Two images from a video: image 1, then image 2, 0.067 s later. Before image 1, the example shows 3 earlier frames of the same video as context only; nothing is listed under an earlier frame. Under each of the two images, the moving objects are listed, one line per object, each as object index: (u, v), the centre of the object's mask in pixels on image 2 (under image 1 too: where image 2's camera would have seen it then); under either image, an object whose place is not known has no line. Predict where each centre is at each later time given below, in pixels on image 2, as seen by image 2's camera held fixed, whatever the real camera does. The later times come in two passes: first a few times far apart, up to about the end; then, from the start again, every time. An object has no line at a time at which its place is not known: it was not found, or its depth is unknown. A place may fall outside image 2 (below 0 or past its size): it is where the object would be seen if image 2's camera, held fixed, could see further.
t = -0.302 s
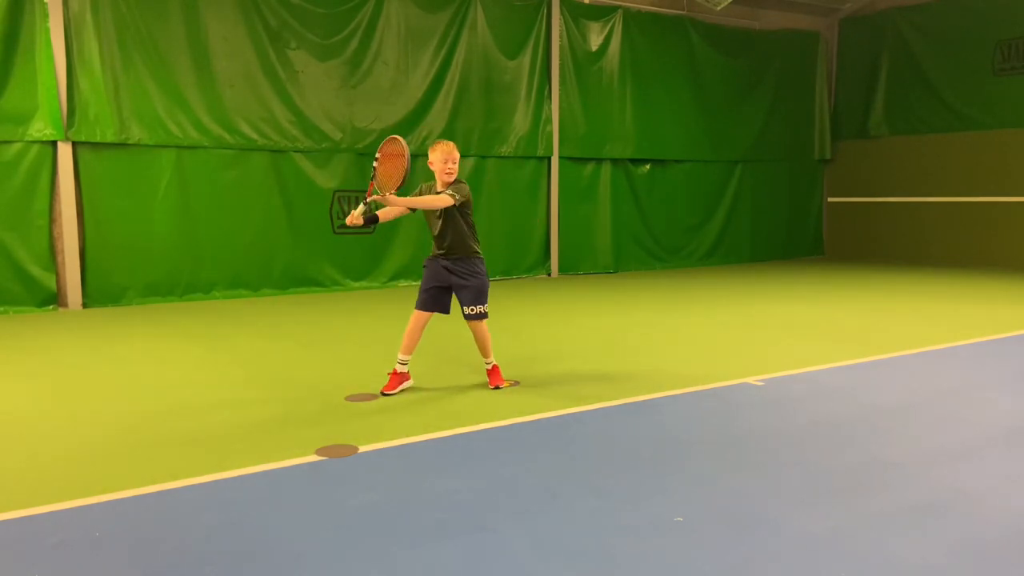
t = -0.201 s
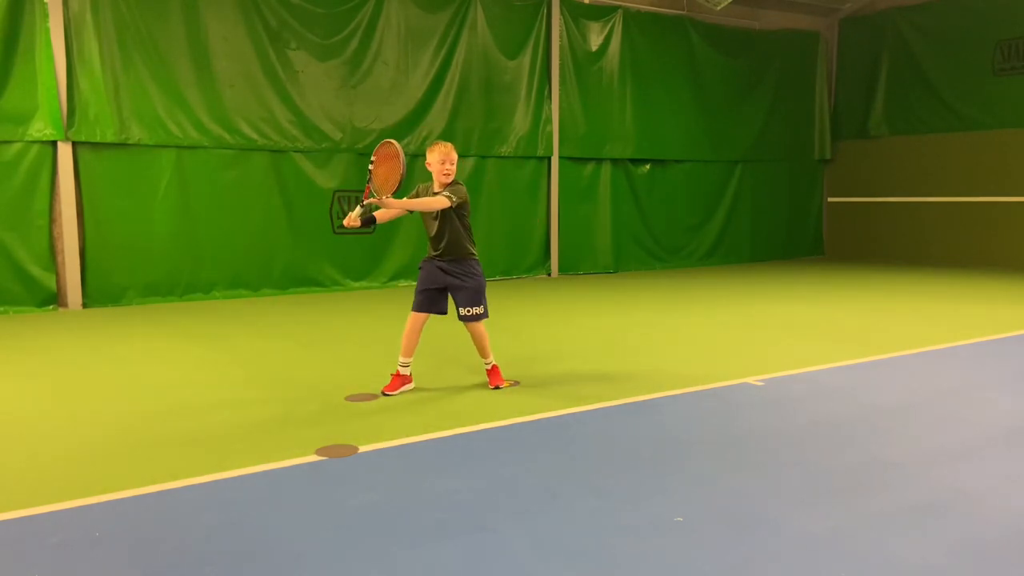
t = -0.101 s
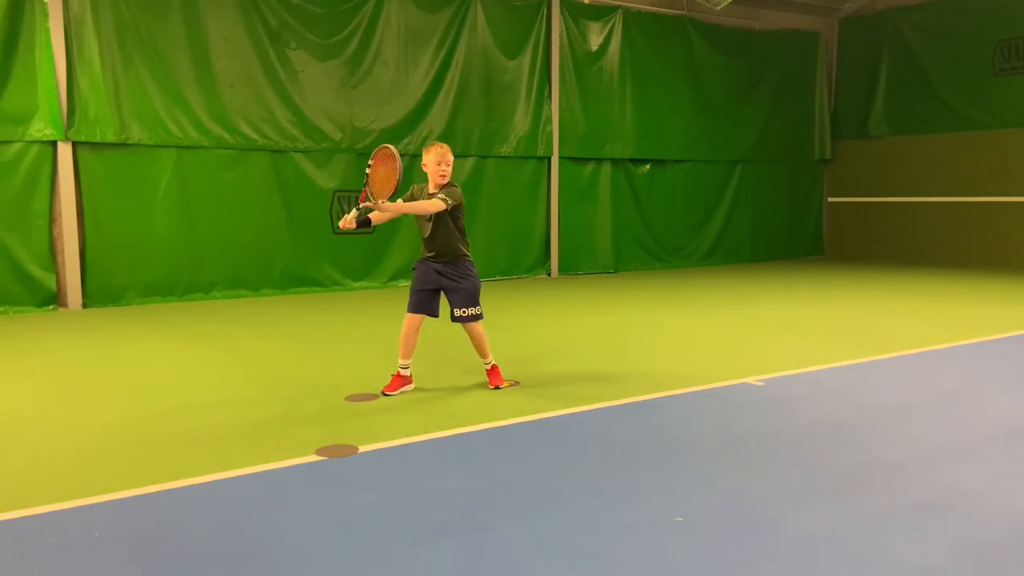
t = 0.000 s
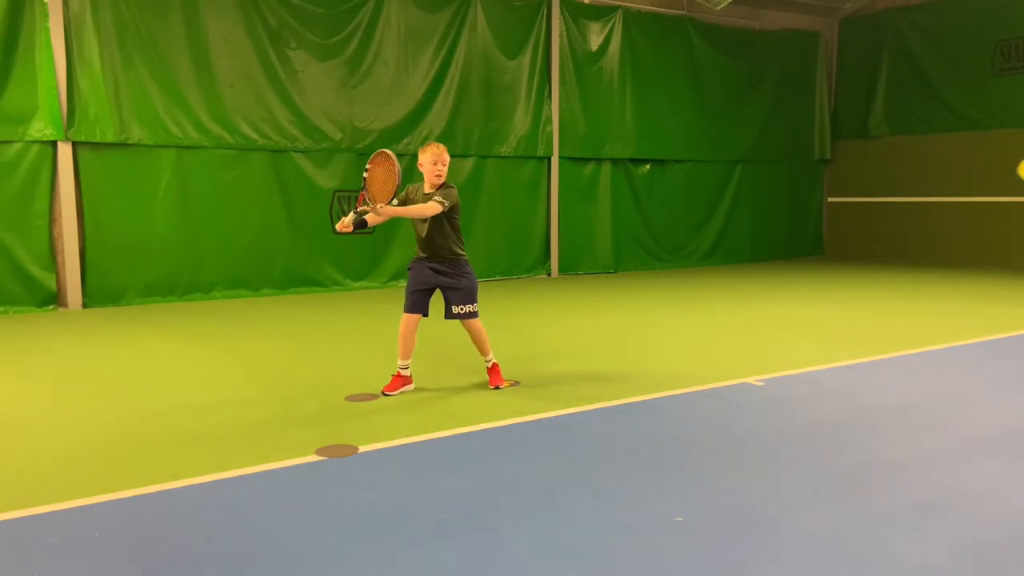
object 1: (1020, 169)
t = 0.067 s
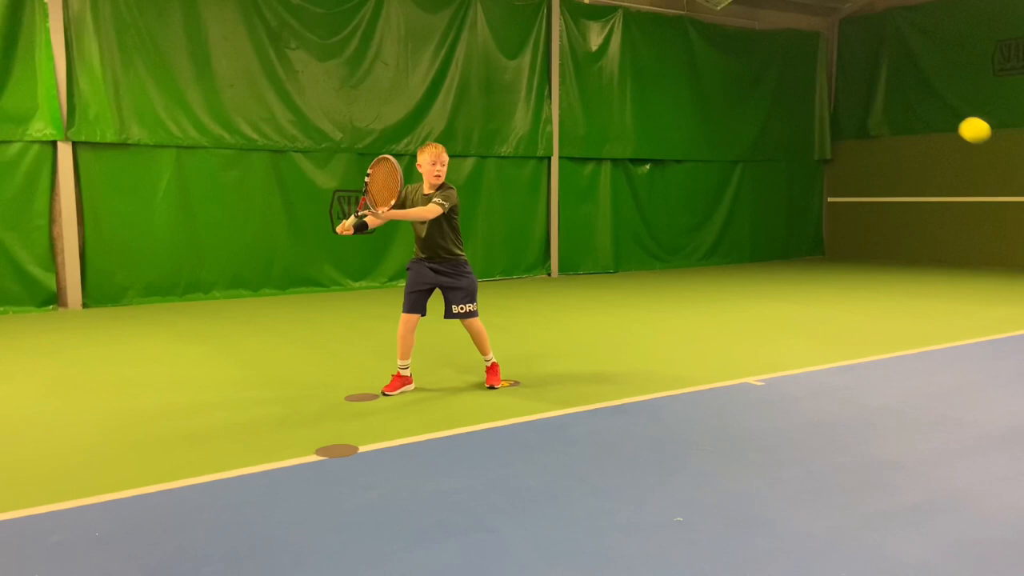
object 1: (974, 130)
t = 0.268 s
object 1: (808, 98)
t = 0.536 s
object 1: (622, 230)
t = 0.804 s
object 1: (482, 437)
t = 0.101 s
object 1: (945, 115)
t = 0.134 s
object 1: (916, 105)
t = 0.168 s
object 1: (888, 98)
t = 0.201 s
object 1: (861, 94)
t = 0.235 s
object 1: (834, 95)
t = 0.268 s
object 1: (808, 98)
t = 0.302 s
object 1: (782, 105)
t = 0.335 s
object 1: (757, 115)
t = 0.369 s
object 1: (732, 127)
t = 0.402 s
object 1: (709, 143)
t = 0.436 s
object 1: (686, 161)
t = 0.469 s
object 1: (664, 182)
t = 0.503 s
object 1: (642, 205)
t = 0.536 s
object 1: (622, 230)
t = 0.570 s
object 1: (602, 256)
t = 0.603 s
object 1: (583, 285)
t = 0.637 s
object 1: (565, 315)
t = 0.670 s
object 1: (546, 348)
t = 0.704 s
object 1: (529, 382)
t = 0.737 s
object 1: (512, 418)
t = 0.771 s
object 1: (496, 456)
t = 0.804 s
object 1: (482, 437)
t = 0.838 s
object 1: (469, 406)
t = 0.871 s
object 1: (457, 380)
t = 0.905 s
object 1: (443, 355)
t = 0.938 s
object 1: (431, 333)
